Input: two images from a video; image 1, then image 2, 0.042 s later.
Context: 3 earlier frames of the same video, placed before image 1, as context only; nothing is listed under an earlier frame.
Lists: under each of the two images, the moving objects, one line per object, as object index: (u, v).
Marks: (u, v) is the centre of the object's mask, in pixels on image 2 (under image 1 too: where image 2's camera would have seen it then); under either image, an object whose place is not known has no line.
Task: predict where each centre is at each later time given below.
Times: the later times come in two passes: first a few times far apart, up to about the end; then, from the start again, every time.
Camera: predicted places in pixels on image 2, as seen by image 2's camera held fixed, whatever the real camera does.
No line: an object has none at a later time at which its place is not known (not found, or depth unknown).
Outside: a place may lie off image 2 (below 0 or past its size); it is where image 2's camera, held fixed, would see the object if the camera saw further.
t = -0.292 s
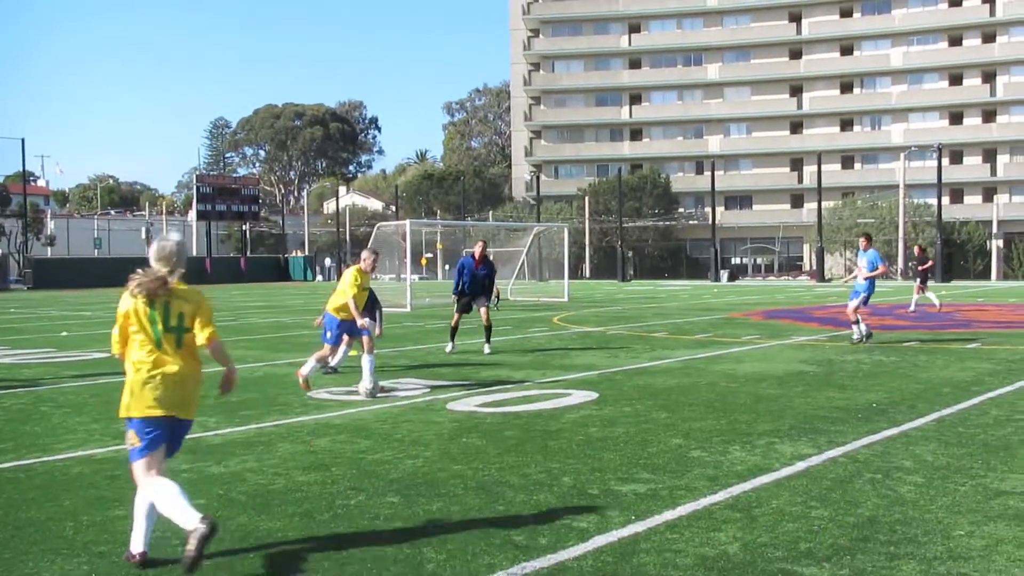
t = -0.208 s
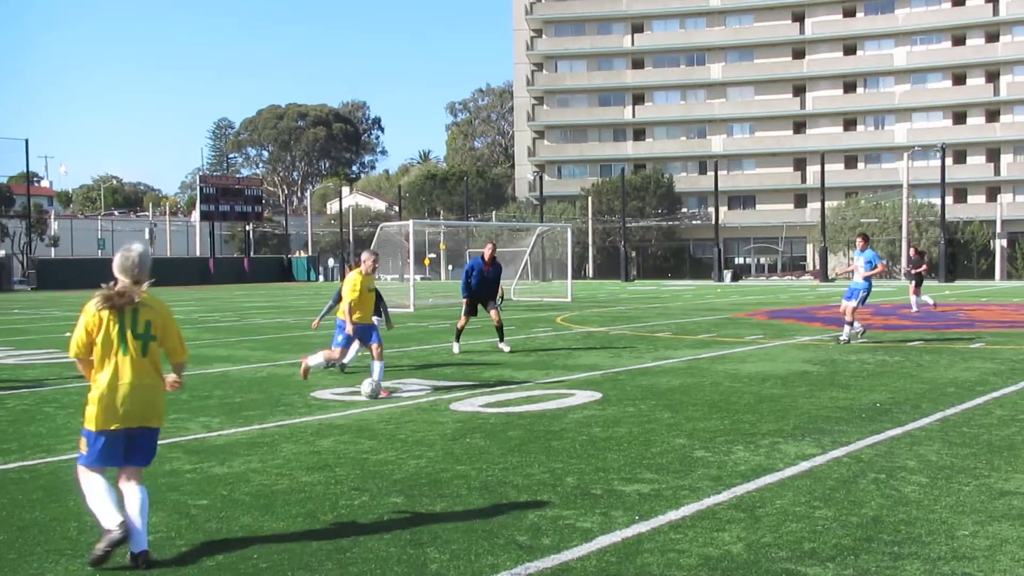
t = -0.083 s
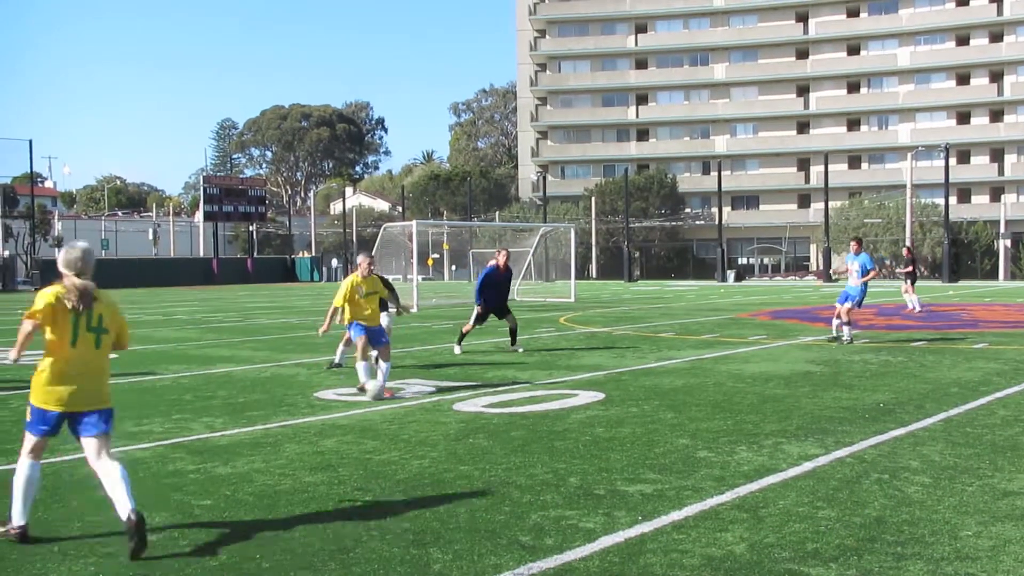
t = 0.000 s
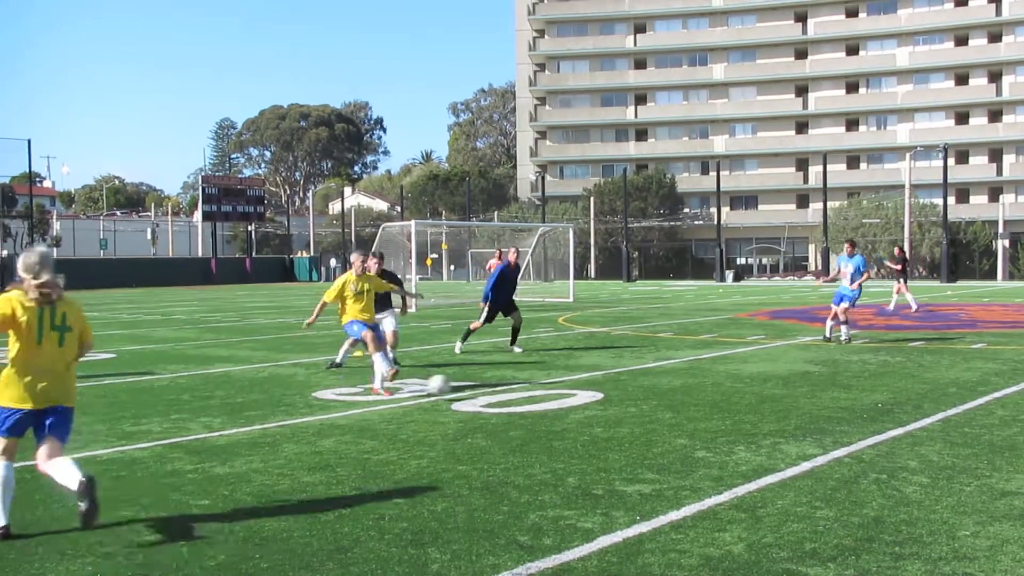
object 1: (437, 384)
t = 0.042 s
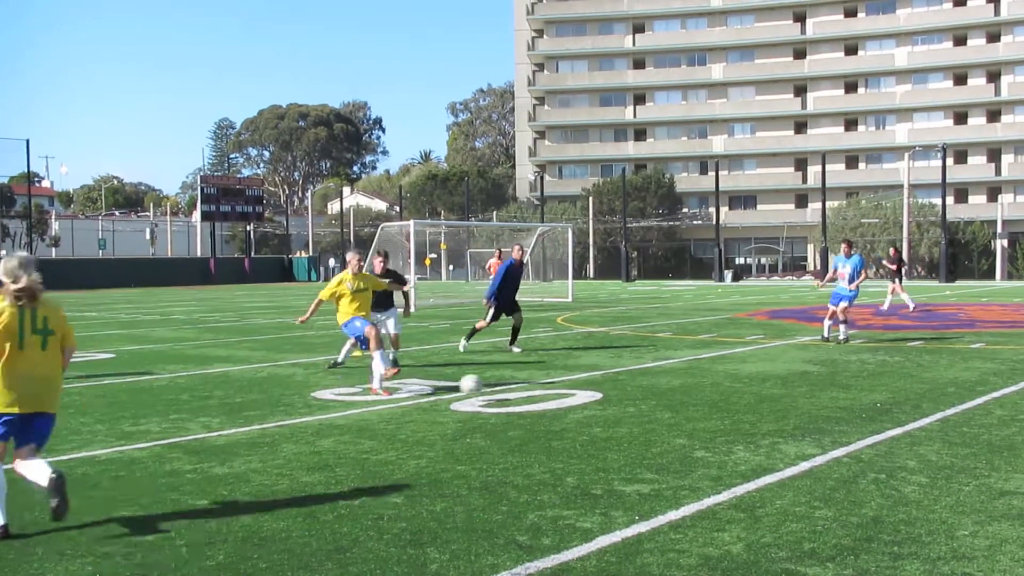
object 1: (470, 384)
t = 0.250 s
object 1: (637, 387)
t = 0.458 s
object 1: (798, 396)
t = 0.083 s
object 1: (505, 386)
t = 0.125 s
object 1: (541, 389)
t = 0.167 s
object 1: (575, 392)
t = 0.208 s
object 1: (605, 387)
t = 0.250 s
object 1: (637, 387)
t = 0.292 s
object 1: (669, 387)
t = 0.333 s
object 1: (703, 390)
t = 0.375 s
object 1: (735, 394)
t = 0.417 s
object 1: (768, 397)
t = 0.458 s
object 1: (798, 396)
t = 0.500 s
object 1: (828, 397)
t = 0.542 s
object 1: (857, 398)
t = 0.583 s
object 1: (888, 401)
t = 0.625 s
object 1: (917, 399)
